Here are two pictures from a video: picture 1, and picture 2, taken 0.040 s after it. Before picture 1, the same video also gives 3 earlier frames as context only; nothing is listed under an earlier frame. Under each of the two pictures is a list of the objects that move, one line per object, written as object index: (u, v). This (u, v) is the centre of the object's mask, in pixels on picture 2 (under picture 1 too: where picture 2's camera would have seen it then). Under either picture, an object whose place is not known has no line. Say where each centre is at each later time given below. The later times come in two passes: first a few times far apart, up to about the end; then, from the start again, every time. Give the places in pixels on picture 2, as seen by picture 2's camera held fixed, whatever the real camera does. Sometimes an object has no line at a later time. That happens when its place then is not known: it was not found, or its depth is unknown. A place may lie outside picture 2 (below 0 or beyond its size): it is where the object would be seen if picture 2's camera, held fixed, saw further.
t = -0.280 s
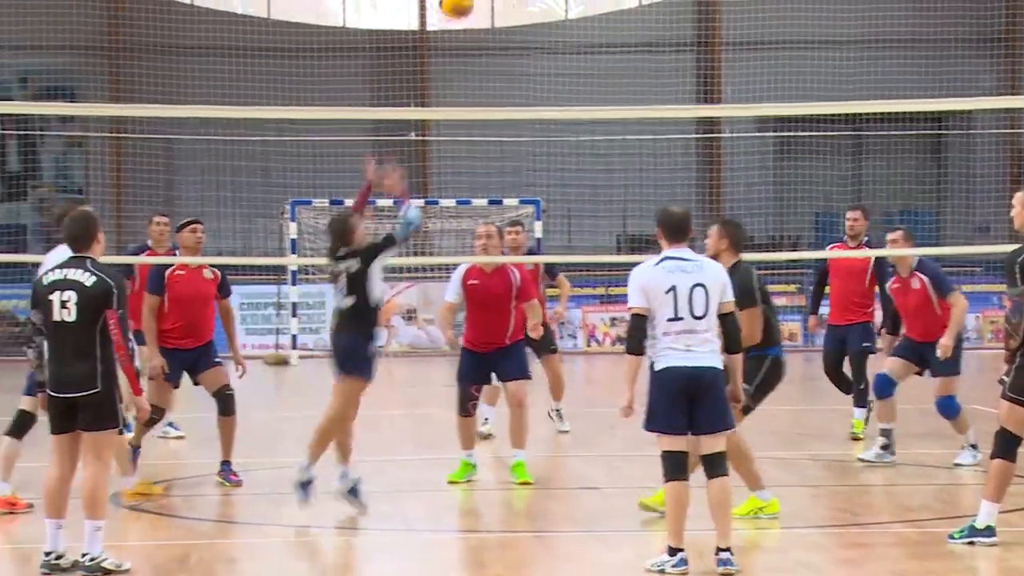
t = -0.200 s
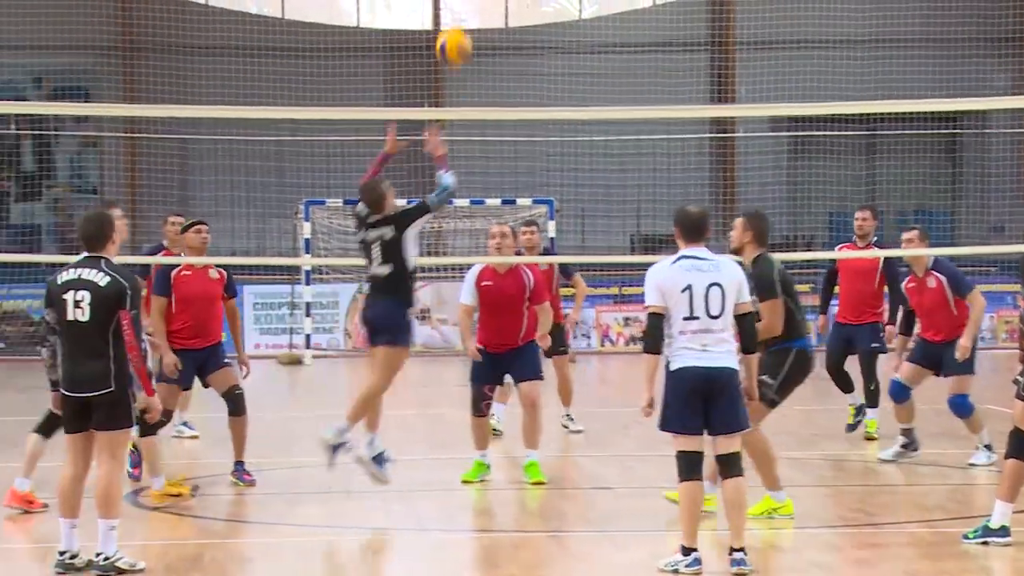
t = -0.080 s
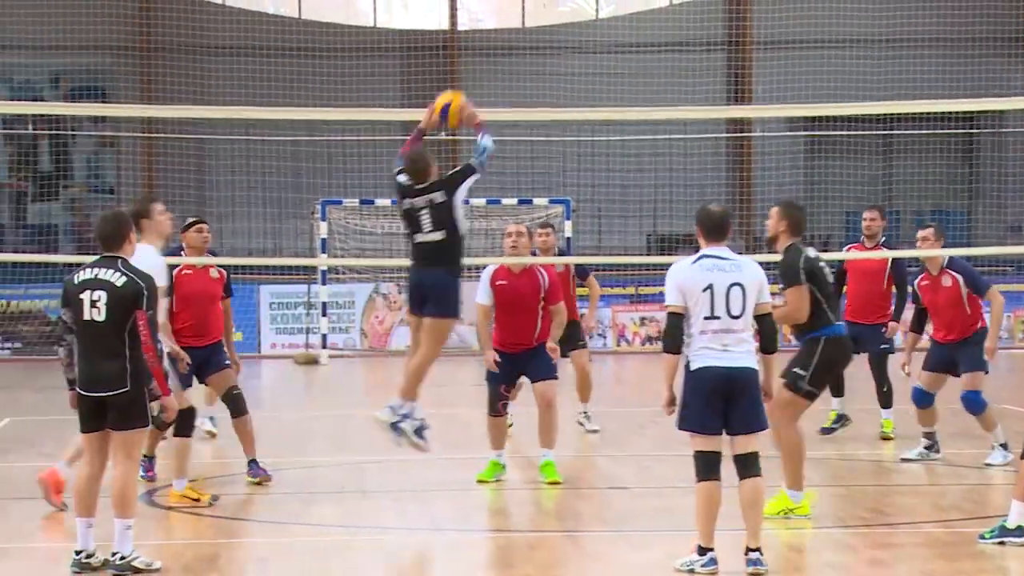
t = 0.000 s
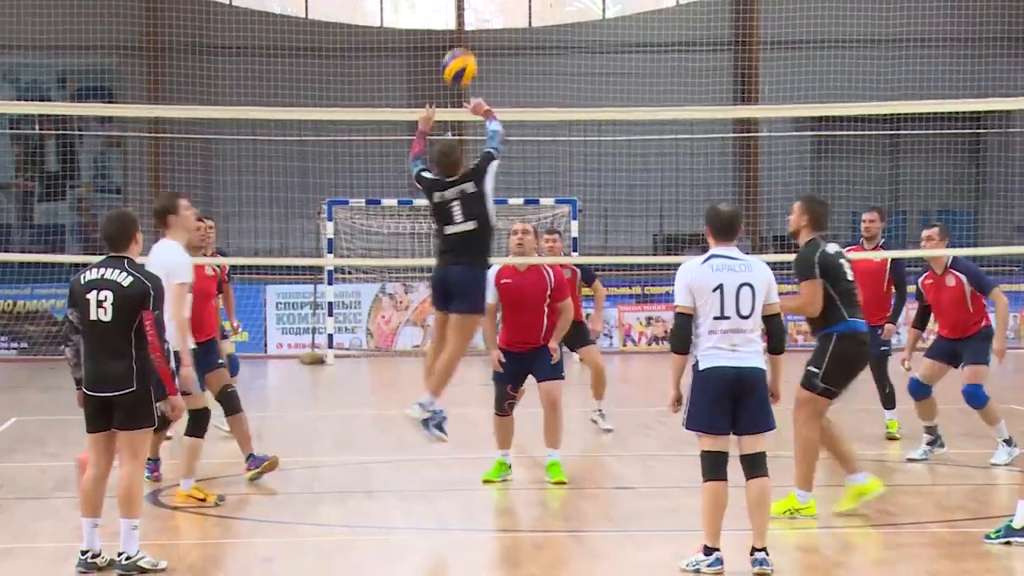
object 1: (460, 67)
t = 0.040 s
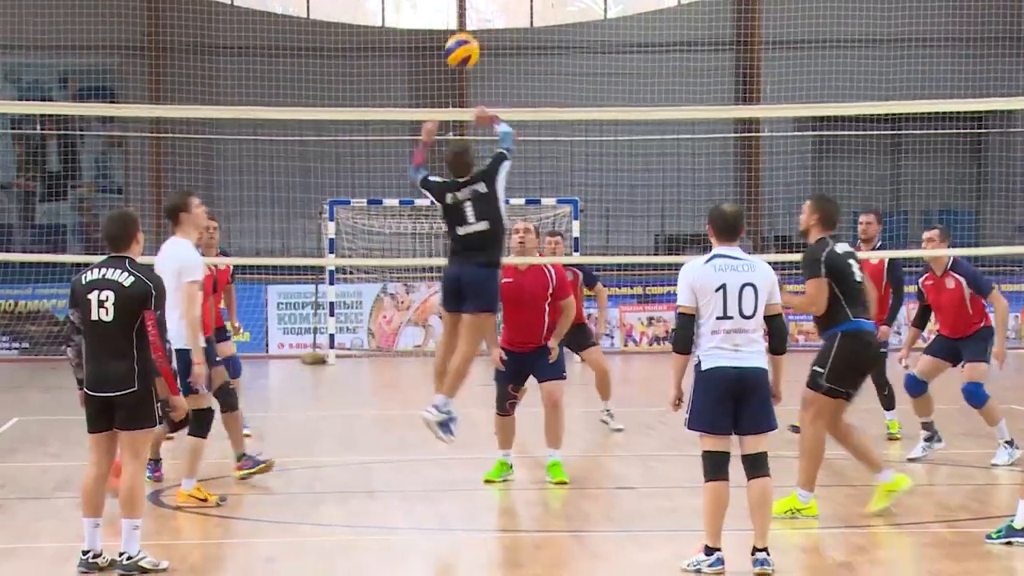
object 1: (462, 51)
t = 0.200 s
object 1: (466, 14)
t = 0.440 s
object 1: (471, 30)
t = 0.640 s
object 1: (475, 99)
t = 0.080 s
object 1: (463, 37)
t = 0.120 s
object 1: (464, 28)
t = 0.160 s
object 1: (466, 20)
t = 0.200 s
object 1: (466, 14)
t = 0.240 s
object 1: (468, 12)
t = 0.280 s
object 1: (469, 12)
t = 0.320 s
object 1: (470, 13)
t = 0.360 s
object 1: (470, 16)
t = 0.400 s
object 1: (471, 22)
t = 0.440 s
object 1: (471, 30)
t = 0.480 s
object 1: (472, 42)
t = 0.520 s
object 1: (473, 53)
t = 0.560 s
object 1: (473, 69)
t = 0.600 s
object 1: (474, 85)
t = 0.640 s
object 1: (475, 99)
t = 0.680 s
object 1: (476, 129)
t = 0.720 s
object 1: (476, 147)
